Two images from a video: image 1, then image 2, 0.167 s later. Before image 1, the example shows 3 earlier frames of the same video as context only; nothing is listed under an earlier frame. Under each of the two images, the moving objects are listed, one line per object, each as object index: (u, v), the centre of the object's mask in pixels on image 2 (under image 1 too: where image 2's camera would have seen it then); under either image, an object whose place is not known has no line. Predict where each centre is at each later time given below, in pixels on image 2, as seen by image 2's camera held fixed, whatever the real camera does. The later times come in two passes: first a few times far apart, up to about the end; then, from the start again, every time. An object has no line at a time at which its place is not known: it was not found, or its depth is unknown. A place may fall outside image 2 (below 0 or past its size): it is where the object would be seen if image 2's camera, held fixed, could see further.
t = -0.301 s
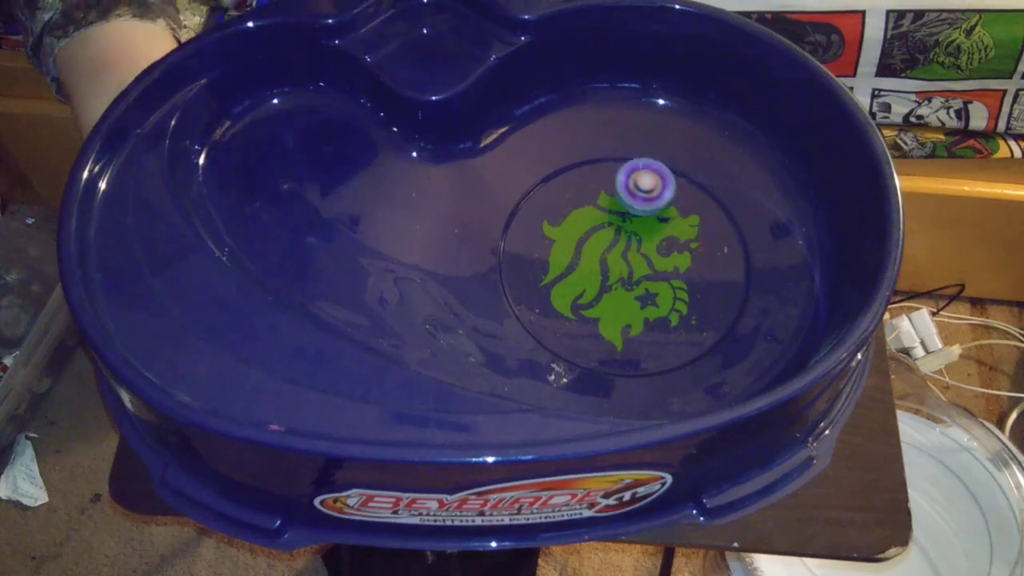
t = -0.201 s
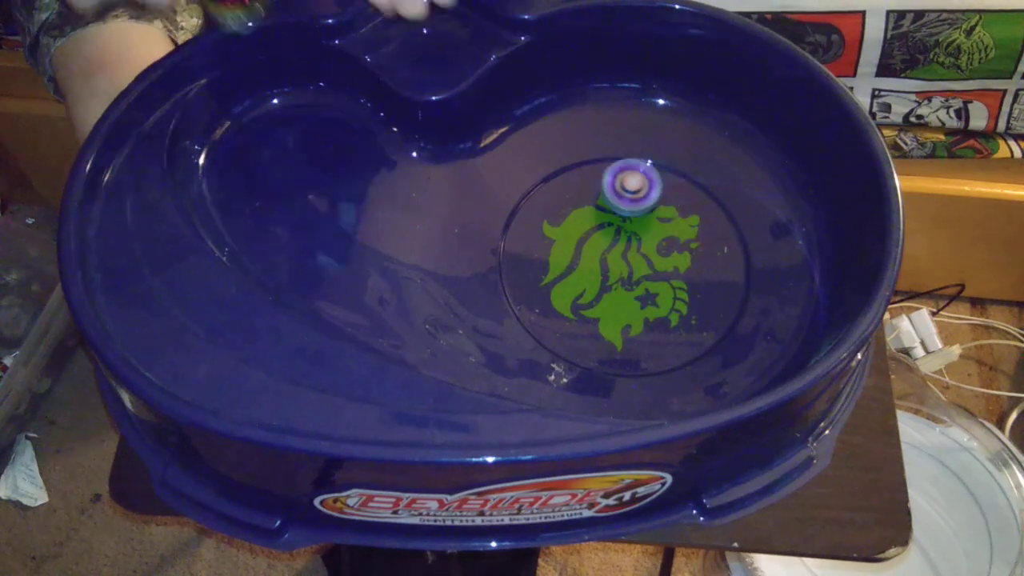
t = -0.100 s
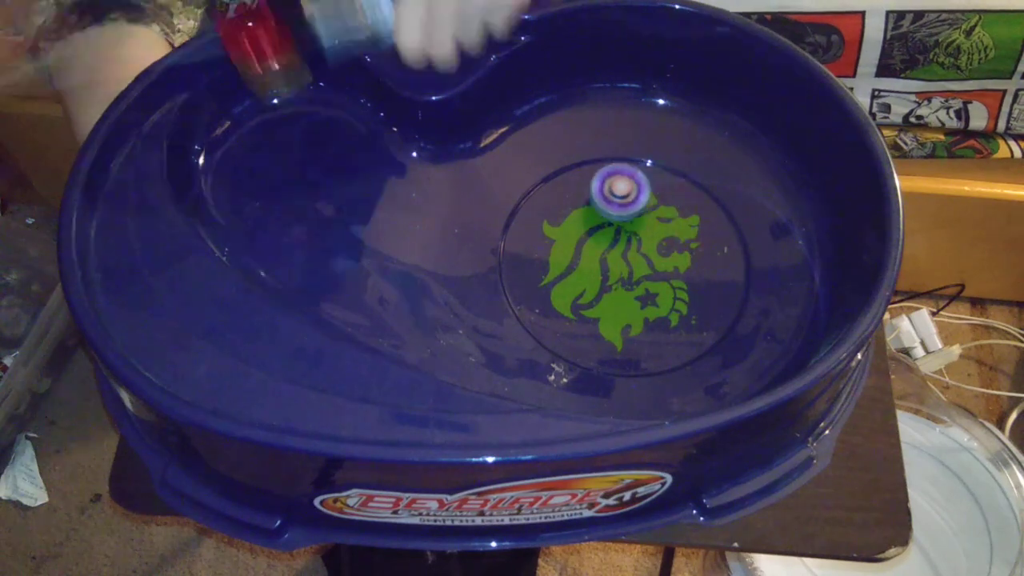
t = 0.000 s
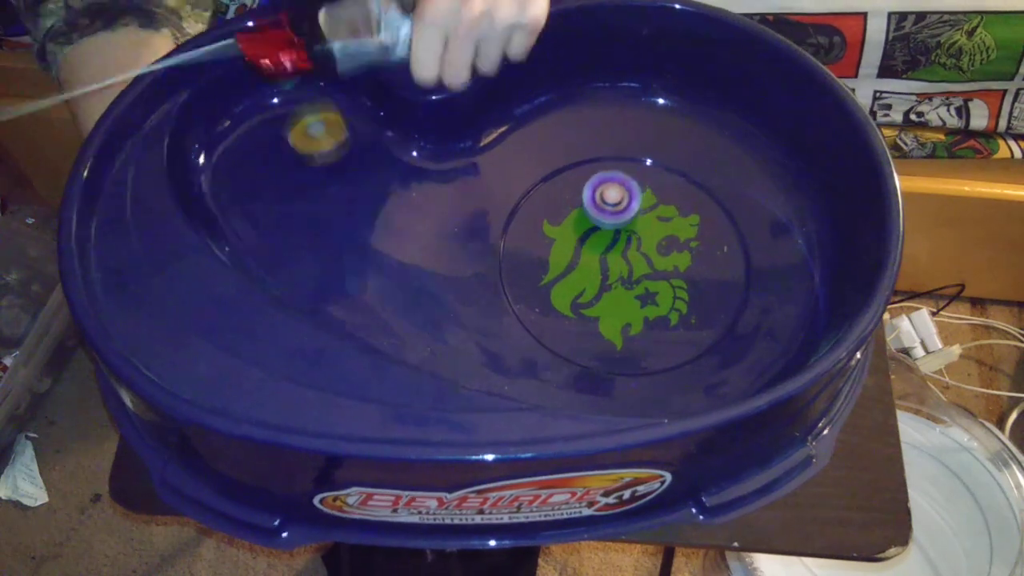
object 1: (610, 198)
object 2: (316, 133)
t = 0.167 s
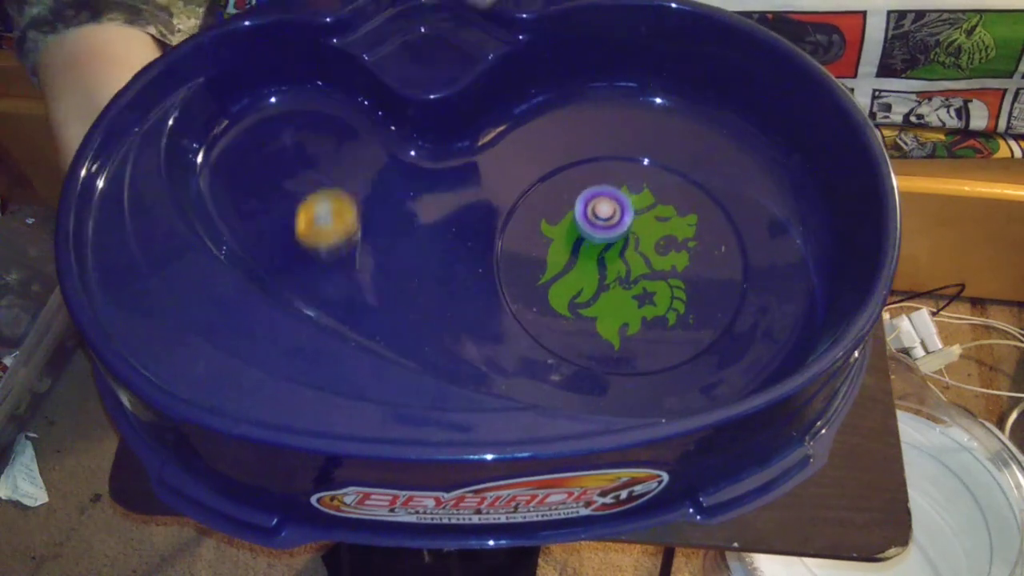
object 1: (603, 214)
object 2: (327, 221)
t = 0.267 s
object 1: (605, 223)
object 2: (325, 285)
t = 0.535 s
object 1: (615, 248)
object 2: (516, 287)
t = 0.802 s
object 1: (752, 198)
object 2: (503, 328)
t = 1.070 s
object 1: (708, 158)
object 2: (490, 330)
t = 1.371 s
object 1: (615, 206)
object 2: (468, 267)
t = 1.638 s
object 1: (624, 276)
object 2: (395, 224)
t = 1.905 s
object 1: (662, 315)
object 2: (340, 199)
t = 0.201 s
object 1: (603, 217)
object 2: (327, 242)
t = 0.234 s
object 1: (604, 220)
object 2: (327, 266)
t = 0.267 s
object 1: (605, 223)
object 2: (325, 285)
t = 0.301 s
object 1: (606, 225)
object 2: (337, 293)
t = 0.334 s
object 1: (608, 227)
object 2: (362, 291)
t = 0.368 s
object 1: (609, 231)
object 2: (387, 292)
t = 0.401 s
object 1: (609, 235)
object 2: (413, 292)
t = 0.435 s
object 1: (610, 238)
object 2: (441, 292)
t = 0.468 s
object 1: (612, 241)
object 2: (468, 290)
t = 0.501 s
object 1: (613, 245)
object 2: (493, 287)
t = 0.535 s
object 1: (615, 248)
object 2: (516, 287)
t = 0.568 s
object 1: (617, 252)
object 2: (539, 287)
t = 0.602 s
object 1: (620, 255)
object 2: (558, 286)
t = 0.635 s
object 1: (633, 254)
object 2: (562, 289)
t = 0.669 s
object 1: (669, 241)
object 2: (540, 303)
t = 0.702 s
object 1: (699, 230)
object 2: (525, 312)
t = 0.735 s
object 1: (723, 219)
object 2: (518, 316)
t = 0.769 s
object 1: (740, 208)
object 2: (510, 323)
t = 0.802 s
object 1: (752, 198)
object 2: (503, 328)
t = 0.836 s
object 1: (757, 189)
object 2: (496, 332)
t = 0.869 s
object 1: (758, 181)
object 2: (490, 335)
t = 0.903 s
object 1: (754, 175)
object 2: (487, 337)
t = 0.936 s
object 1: (748, 169)
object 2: (484, 337)
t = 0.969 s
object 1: (740, 165)
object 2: (484, 337)
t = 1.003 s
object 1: (731, 161)
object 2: (485, 336)
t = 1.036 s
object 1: (720, 159)
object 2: (487, 332)
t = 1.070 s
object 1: (708, 158)
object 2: (490, 330)
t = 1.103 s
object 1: (696, 158)
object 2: (494, 325)
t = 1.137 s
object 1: (682, 161)
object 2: (496, 319)
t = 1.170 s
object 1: (668, 164)
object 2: (497, 312)
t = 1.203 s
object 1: (653, 169)
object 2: (496, 305)
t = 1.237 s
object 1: (641, 176)
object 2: (494, 297)
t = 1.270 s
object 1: (631, 184)
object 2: (490, 289)
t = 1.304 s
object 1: (624, 189)
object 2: (484, 283)
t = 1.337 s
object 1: (619, 197)
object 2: (476, 275)
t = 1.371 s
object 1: (615, 206)
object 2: (468, 267)
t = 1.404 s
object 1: (613, 214)
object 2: (459, 260)
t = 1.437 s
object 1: (611, 225)
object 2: (449, 252)
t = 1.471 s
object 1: (612, 234)
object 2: (438, 244)
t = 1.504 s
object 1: (613, 243)
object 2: (428, 236)
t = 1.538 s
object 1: (614, 252)
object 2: (419, 231)
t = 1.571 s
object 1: (617, 261)
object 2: (410, 227)
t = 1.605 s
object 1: (620, 269)
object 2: (402, 225)
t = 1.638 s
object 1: (624, 276)
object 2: (395, 224)
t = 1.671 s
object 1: (629, 283)
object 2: (388, 223)
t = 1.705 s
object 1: (634, 290)
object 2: (382, 222)
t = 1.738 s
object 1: (638, 295)
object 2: (376, 221)
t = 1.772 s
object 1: (643, 300)
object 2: (369, 219)
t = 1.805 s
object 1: (648, 305)
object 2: (362, 216)
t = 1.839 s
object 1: (652, 308)
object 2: (355, 211)
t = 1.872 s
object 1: (656, 312)
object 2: (347, 206)
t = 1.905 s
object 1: (662, 315)
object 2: (340, 199)
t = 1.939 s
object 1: (667, 318)
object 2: (333, 191)
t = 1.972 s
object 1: (673, 320)
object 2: (326, 183)
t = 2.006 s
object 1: (678, 320)
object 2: (319, 173)
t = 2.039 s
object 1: (681, 321)
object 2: (311, 162)
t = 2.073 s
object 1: (685, 320)
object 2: (305, 149)
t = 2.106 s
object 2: (298, 135)
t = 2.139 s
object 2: (292, 123)
